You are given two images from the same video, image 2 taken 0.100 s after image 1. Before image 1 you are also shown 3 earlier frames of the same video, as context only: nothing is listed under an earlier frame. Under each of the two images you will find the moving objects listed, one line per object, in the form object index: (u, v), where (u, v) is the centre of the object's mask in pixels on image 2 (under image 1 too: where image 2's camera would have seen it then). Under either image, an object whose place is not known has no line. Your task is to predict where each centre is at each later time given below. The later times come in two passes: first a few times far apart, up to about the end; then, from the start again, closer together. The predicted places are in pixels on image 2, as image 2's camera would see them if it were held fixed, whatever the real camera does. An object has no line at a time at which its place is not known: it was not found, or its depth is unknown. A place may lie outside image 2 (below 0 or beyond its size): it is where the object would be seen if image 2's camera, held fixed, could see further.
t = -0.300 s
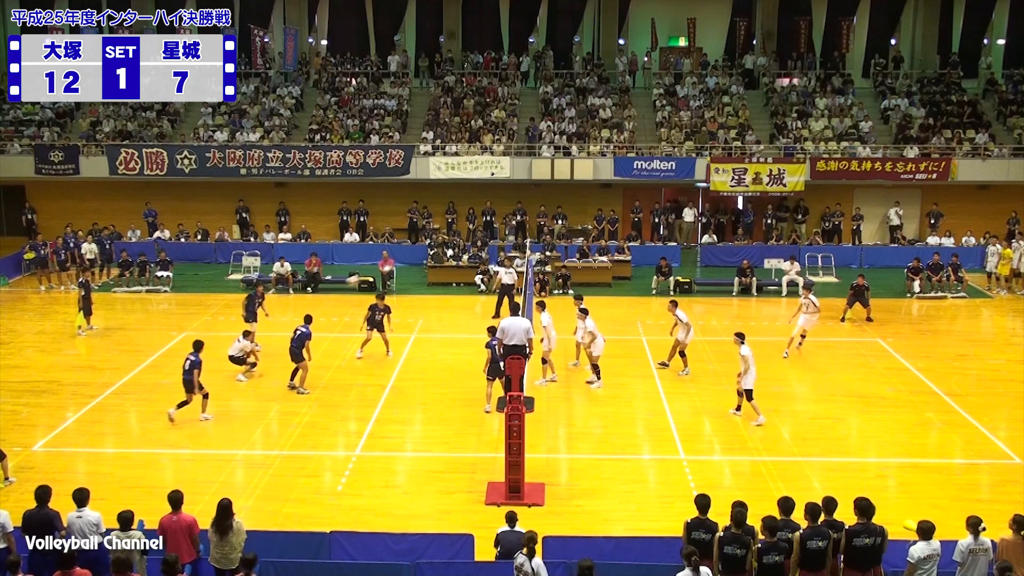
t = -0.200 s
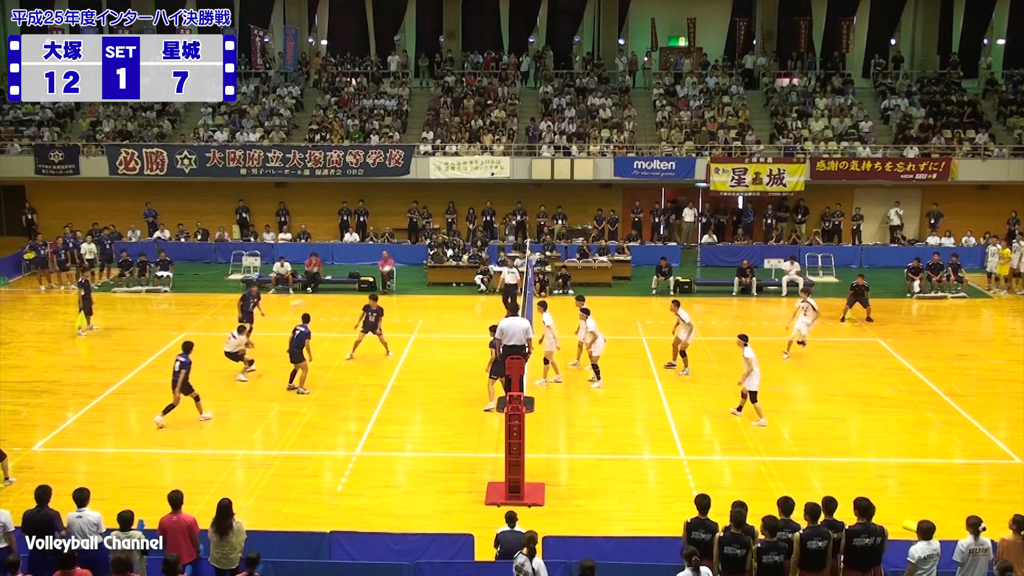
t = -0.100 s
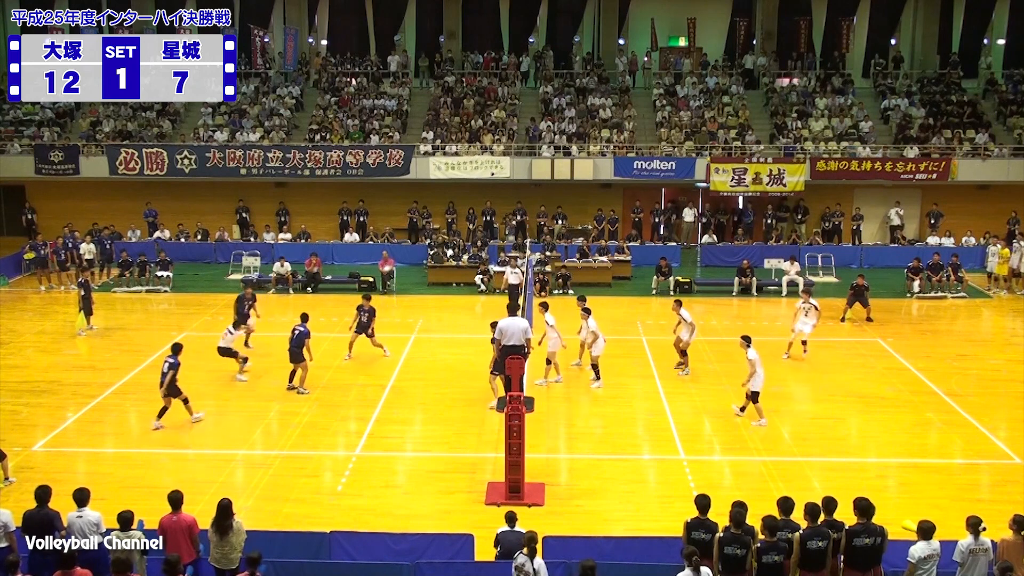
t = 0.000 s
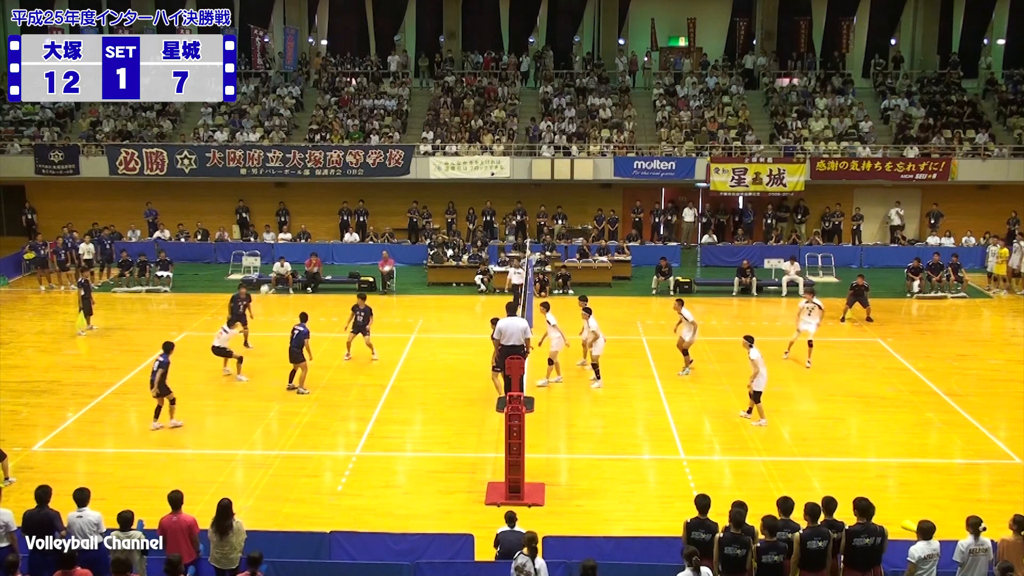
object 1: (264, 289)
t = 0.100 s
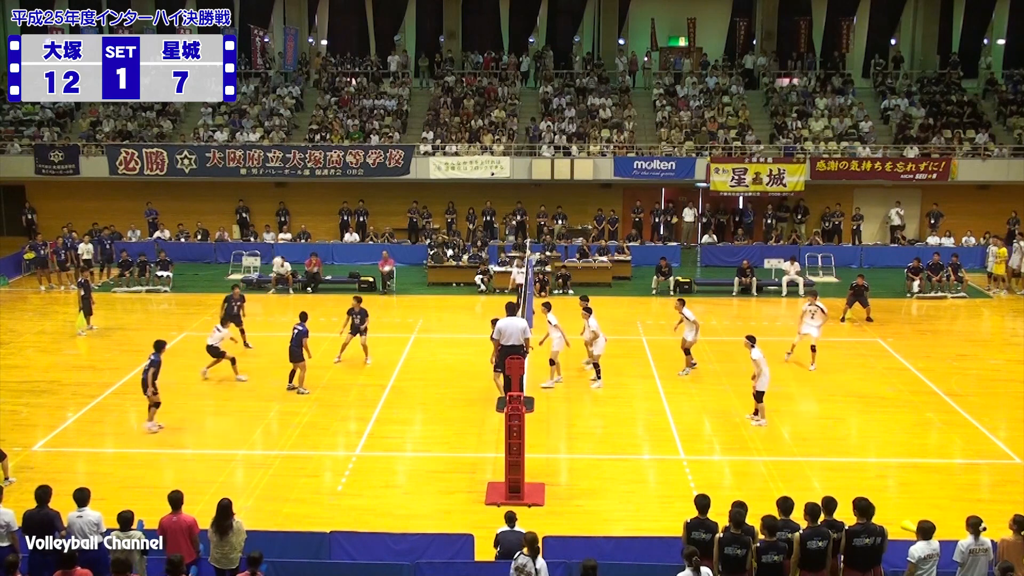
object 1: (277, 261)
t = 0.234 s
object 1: (295, 230)
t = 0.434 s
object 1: (320, 196)
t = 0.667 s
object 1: (352, 178)
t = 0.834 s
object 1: (375, 181)
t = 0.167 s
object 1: (285, 245)
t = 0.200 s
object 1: (292, 236)
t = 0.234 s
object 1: (295, 230)
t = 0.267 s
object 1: (299, 223)
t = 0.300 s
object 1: (303, 217)
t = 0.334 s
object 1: (308, 211)
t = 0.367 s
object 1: (312, 206)
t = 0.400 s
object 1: (316, 201)
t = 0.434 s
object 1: (320, 196)
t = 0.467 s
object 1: (325, 192)
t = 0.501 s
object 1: (329, 188)
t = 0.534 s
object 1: (334, 185)
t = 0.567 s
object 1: (338, 183)
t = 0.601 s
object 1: (343, 181)
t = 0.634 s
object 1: (347, 179)
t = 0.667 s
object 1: (352, 178)
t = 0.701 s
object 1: (356, 178)
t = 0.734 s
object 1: (361, 178)
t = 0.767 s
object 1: (366, 178)
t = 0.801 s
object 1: (370, 180)
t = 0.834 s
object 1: (375, 181)
